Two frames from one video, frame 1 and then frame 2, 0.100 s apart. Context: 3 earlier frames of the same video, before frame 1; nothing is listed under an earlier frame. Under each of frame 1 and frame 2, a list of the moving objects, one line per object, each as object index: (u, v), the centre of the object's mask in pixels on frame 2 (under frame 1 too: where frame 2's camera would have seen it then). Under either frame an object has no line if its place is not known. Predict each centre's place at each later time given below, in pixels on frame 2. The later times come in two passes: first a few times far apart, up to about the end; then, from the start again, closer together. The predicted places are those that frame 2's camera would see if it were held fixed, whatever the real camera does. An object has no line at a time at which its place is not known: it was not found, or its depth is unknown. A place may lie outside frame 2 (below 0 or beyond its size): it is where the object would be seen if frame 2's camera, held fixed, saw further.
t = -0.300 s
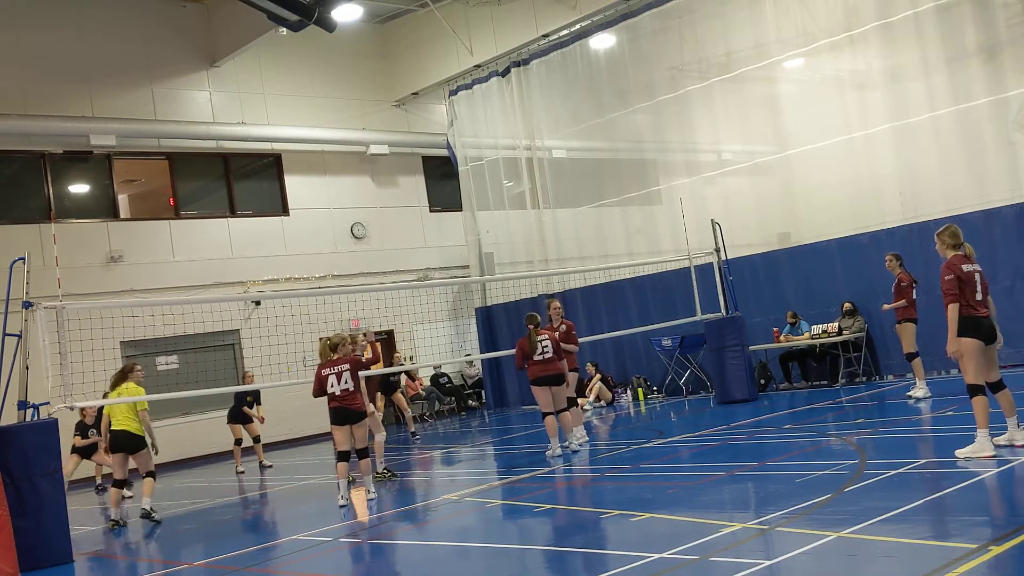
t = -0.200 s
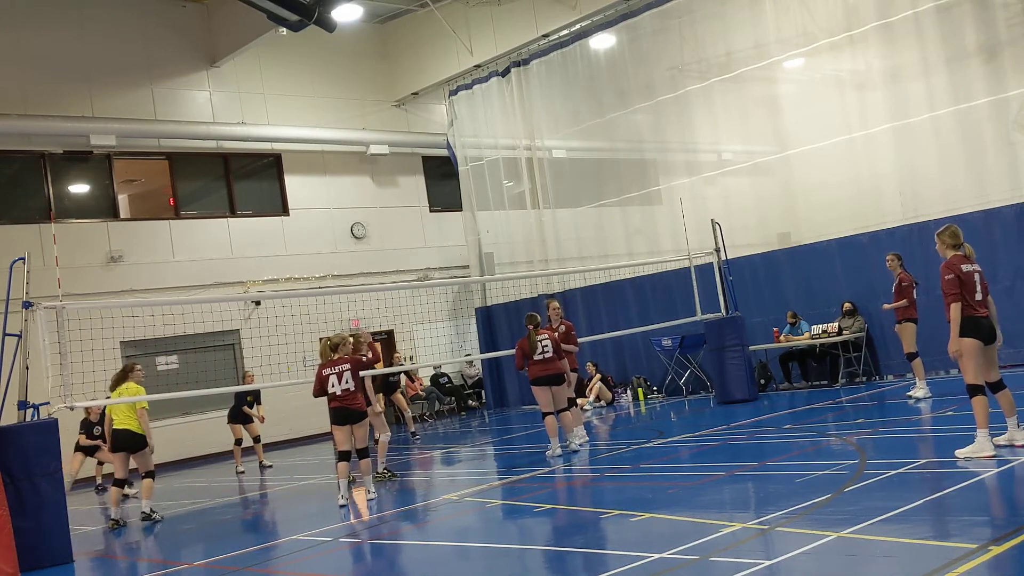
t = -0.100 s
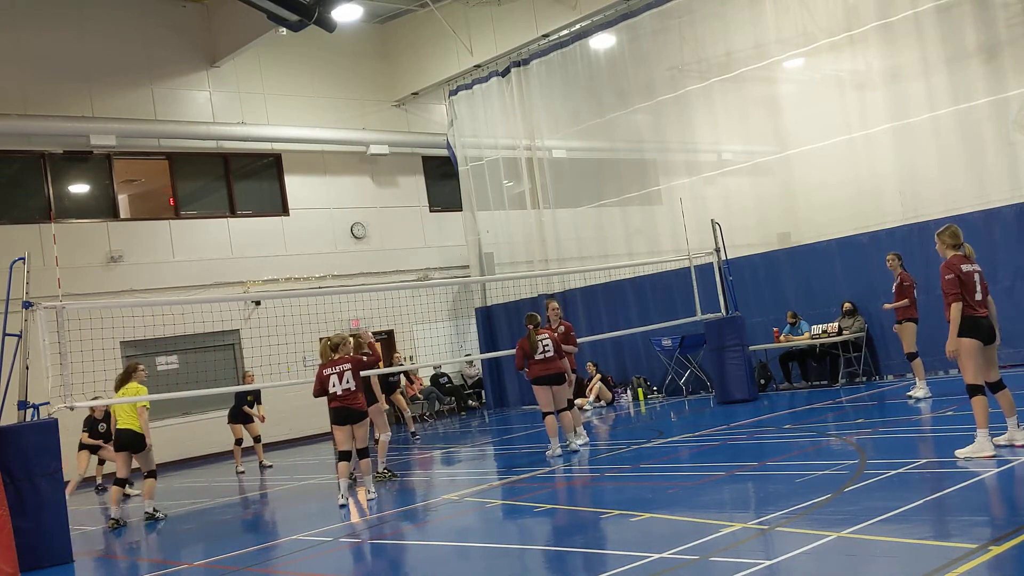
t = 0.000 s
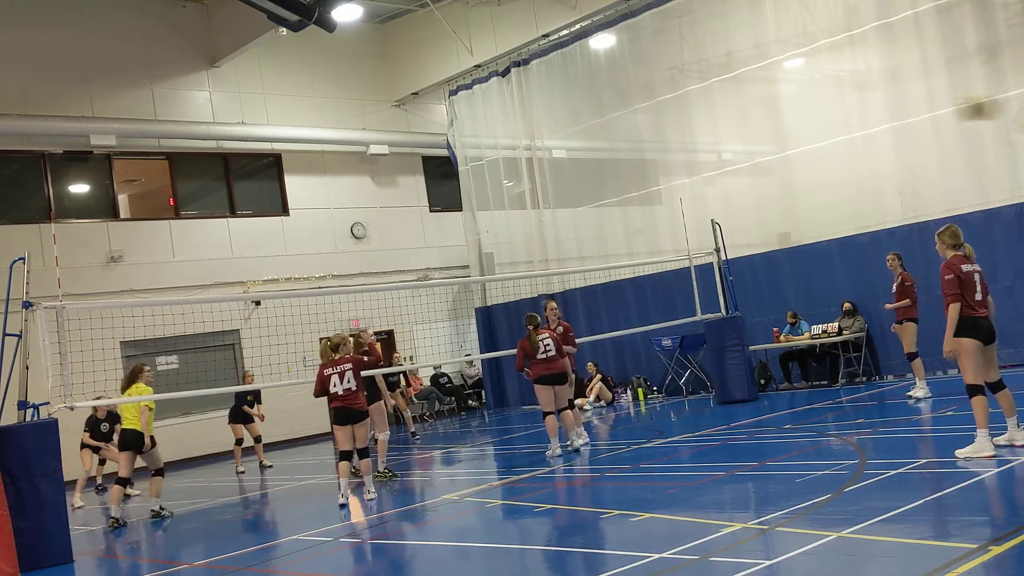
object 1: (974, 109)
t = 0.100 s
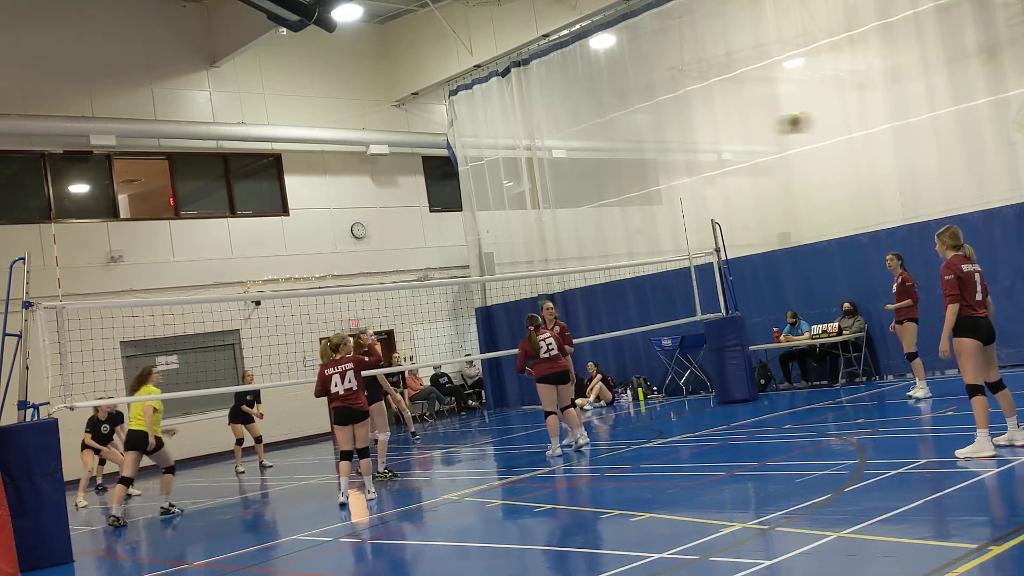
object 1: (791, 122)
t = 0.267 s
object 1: (567, 160)
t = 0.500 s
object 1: (352, 232)
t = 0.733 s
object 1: (203, 324)
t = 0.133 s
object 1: (740, 128)
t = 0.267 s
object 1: (567, 160)
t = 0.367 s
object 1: (463, 189)
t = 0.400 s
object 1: (435, 197)
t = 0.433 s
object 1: (404, 210)
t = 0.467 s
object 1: (377, 221)
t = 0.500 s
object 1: (352, 232)
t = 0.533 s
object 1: (327, 245)
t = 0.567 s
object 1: (304, 257)
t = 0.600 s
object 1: (282, 270)
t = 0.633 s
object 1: (259, 284)
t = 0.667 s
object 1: (237, 303)
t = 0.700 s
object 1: (221, 311)
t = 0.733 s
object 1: (203, 324)
